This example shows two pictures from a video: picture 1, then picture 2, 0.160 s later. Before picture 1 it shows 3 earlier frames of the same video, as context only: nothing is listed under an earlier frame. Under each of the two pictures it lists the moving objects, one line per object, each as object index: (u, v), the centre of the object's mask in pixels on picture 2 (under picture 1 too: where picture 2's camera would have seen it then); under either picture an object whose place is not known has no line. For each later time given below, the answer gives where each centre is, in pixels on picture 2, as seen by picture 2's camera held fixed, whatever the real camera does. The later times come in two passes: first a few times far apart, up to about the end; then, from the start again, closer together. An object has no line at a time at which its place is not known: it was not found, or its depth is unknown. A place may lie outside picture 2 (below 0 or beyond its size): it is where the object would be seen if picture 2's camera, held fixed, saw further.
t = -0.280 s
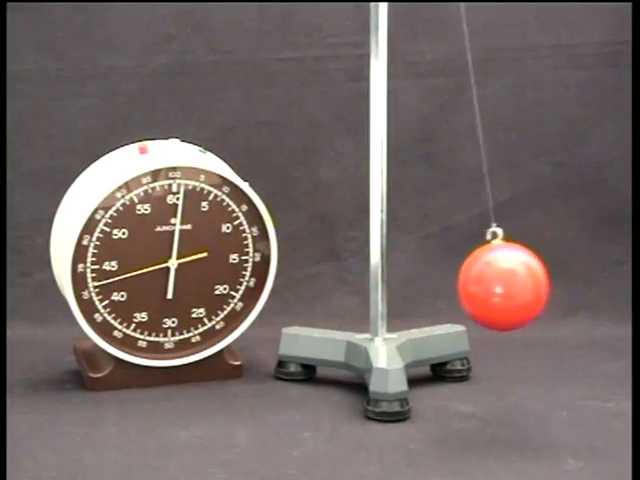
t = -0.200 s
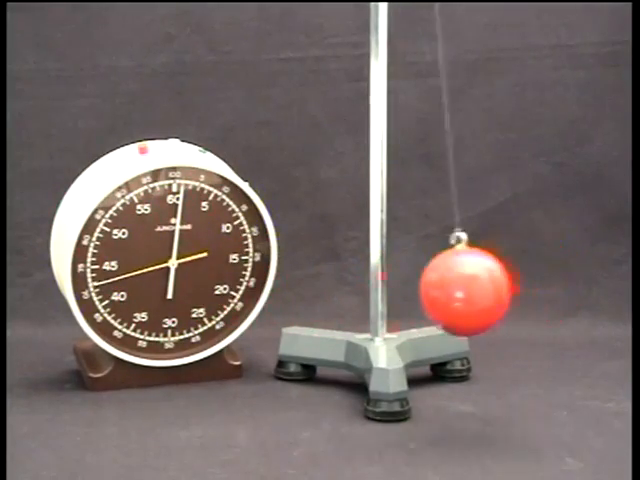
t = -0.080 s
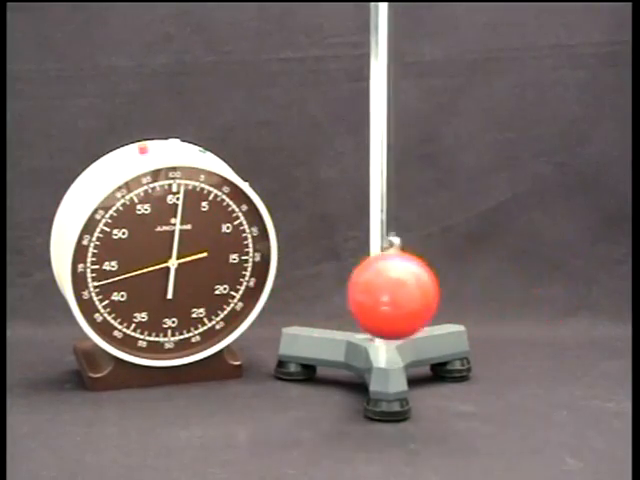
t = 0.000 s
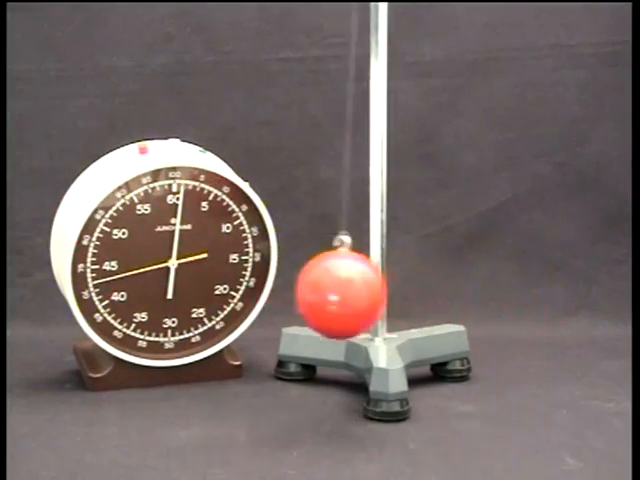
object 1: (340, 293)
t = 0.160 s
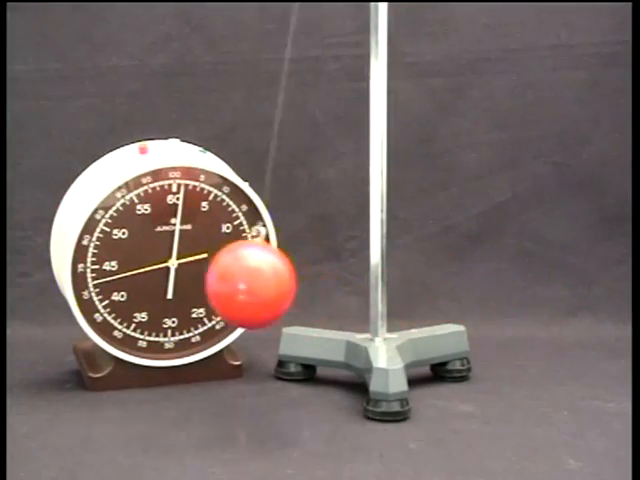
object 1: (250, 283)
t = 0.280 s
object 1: (210, 276)
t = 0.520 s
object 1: (230, 279)
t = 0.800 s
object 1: (386, 294)
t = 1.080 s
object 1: (524, 282)
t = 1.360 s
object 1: (501, 286)
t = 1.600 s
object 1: (364, 294)
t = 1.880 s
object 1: (220, 278)
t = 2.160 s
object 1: (232, 280)
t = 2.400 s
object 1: (361, 294)
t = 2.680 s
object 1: (513, 284)
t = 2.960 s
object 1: (513, 284)
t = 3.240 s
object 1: (362, 294)
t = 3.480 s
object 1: (234, 281)
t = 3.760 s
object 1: (221, 277)
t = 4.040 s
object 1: (364, 294)
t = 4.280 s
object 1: (498, 286)
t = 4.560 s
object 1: (522, 283)
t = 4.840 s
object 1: (385, 294)
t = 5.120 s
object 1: (234, 280)
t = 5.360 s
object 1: (215, 276)
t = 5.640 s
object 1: (340, 293)
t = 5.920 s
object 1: (498, 286)
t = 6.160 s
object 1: (528, 281)
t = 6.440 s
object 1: (408, 294)
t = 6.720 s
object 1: (248, 283)
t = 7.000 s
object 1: (216, 277)
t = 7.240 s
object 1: (319, 291)
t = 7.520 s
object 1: (482, 288)
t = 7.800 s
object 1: (526, 282)
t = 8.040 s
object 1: (430, 293)
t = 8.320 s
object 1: (266, 286)
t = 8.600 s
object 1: (212, 276)
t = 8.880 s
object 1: (322, 292)
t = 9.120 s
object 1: (464, 290)
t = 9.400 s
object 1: (529, 281)
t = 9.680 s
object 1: (427, 293)
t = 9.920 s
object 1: (285, 288)
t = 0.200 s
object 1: (234, 280)
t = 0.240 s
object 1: (220, 278)
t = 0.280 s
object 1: (210, 276)
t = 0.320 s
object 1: (204, 274)
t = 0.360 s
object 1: (202, 274)
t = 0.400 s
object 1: (203, 274)
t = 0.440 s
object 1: (209, 275)
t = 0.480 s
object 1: (218, 277)
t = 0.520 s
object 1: (230, 279)
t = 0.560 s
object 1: (246, 283)
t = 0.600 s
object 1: (265, 285)
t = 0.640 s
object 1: (287, 288)
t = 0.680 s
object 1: (310, 291)
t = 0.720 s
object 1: (333, 292)
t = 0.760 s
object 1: (360, 294)
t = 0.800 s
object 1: (386, 294)
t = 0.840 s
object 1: (411, 293)
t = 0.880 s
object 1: (436, 292)
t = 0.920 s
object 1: (459, 291)
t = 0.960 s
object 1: (480, 288)
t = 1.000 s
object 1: (497, 286)
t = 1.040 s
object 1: (513, 284)
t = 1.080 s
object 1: (524, 282)
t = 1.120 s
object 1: (532, 280)
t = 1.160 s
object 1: (537, 280)
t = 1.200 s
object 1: (537, 280)
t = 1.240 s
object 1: (534, 281)
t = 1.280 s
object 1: (526, 282)
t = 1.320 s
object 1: (515, 284)
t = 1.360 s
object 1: (501, 286)
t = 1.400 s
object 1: (483, 288)
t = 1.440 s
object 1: (462, 290)
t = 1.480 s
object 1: (440, 292)
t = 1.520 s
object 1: (416, 294)
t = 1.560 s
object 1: (390, 294)
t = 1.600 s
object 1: (364, 294)
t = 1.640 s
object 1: (338, 293)
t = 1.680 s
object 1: (315, 291)
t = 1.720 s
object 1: (291, 289)
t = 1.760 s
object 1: (269, 286)
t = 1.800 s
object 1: (250, 283)
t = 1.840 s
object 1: (234, 280)
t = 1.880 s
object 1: (220, 278)
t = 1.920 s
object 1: (211, 275)
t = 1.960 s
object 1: (205, 274)
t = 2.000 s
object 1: (204, 274)
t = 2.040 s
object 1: (205, 274)
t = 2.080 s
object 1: (211, 276)
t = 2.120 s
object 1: (220, 278)
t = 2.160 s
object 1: (232, 280)
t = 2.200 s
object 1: (248, 283)
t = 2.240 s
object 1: (268, 286)
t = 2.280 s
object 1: (289, 289)
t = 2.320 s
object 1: (313, 291)
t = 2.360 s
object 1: (336, 292)
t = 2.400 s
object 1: (361, 294)
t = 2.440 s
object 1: (388, 294)
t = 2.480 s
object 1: (413, 293)
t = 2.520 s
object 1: (437, 292)
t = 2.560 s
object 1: (460, 291)
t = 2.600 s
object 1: (480, 289)
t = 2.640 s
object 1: (498, 286)
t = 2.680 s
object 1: (513, 284)
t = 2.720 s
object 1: (524, 282)
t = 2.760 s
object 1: (532, 281)
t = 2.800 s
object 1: (535, 280)
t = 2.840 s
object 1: (536, 280)
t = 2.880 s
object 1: (532, 281)
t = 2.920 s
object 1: (524, 282)
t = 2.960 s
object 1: (513, 284)
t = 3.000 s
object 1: (498, 286)
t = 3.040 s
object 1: (480, 288)
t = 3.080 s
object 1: (460, 291)
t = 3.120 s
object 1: (438, 292)
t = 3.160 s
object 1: (413, 293)
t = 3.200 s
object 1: (388, 294)
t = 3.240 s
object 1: (362, 294)
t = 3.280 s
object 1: (337, 293)
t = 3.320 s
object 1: (313, 291)
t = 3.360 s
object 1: (290, 289)
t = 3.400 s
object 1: (269, 286)
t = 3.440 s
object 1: (249, 283)
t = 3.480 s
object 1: (234, 281)
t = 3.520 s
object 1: (220, 278)
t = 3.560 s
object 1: (212, 276)
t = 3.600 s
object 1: (206, 275)
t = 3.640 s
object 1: (205, 274)
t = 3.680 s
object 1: (207, 275)
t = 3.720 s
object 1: (213, 276)
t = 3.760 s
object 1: (221, 277)
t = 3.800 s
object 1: (235, 280)
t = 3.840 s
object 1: (251, 283)
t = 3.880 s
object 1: (270, 286)
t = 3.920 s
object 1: (292, 289)
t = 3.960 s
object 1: (315, 291)
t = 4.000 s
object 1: (337, 293)
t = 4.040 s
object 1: (364, 294)
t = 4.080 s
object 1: (390, 294)
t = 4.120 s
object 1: (415, 293)
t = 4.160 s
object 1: (439, 292)
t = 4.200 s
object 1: (461, 291)
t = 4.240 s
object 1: (481, 288)
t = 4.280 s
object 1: (498, 286)
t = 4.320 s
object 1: (512, 284)
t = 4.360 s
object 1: (523, 282)
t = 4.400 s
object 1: (531, 281)
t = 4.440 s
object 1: (534, 280)
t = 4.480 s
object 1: (534, 280)
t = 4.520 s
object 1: (530, 281)
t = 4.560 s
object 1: (522, 283)
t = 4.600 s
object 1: (510, 284)
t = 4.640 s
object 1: (495, 287)
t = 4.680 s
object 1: (478, 289)
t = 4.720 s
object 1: (457, 291)
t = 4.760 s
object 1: (435, 292)
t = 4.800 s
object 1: (411, 293)
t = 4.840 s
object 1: (385, 294)
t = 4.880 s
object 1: (360, 294)
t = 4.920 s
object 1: (335, 293)
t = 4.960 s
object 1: (312, 291)
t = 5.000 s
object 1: (289, 289)
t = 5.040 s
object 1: (268, 286)
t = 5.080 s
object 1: (249, 283)
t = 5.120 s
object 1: (234, 280)
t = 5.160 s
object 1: (221, 278)
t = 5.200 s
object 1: (213, 276)
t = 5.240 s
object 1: (208, 275)
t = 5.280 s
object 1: (206, 275)
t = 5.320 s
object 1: (208, 275)
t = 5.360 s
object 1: (215, 276)
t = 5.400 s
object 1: (223, 277)
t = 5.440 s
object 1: (237, 280)
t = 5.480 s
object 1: (253, 284)
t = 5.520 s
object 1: (273, 286)
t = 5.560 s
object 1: (294, 289)
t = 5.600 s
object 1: (317, 291)
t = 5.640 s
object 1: (340, 293)
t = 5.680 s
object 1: (366, 294)
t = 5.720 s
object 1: (391, 294)
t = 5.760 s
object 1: (417, 293)
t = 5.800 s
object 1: (439, 292)
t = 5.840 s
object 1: (461, 291)
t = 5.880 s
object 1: (482, 288)
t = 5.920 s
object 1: (498, 286)
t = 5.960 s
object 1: (513, 284)
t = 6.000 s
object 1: (523, 282)
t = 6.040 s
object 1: (530, 281)
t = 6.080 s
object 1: (533, 280)
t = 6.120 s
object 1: (532, 280)
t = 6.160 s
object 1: (528, 281)
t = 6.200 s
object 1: (520, 283)
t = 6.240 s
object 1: (508, 285)
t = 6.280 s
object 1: (493, 287)
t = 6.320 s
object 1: (475, 289)
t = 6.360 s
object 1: (455, 291)
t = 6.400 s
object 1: (433, 293)
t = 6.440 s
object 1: (408, 294)
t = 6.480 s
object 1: (383, 294)
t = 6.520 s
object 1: (358, 294)
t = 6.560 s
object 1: (333, 293)
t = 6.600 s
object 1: (310, 291)
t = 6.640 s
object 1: (288, 288)
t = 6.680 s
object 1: (267, 286)
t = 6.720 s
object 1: (248, 283)
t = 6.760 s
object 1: (234, 281)
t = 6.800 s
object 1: (221, 278)
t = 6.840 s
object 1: (213, 276)
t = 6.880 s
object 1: (209, 275)
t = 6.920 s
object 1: (208, 275)
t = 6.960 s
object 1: (210, 276)
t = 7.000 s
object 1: (216, 277)
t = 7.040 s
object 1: (226, 278)
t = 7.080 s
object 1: (240, 282)
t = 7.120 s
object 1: (256, 284)
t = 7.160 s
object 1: (275, 287)
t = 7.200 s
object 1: (297, 289)
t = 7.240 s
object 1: (319, 291)
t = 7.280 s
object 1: (343, 293)
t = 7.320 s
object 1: (368, 294)
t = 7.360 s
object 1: (393, 294)
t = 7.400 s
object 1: (418, 293)
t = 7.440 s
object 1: (441, 292)
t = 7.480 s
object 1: (463, 290)
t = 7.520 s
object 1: (482, 288)
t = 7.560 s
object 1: (499, 286)
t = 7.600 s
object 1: (512, 284)
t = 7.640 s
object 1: (522, 282)
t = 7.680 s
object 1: (529, 281)
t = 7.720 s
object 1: (532, 281)
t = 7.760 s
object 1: (531, 281)
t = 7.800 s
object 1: (526, 282)
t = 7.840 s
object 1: (517, 283)
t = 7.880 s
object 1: (505, 285)
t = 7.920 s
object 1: (490, 287)
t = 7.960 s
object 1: (472, 289)
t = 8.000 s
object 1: (452, 291)
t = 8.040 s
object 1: (430, 293)
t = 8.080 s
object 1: (406, 294)
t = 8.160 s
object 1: (356, 294)
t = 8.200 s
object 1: (331, 293)
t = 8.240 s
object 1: (309, 291)
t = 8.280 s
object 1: (286, 289)
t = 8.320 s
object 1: (266, 286)
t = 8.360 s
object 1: (248, 284)
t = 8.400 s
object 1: (233, 280)
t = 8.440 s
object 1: (221, 278)
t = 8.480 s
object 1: (214, 277)
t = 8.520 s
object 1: (210, 276)
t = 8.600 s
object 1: (212, 276)
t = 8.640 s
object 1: (218, 277)
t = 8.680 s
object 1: (228, 279)
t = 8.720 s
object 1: (242, 282)
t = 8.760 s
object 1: (258, 285)
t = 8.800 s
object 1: (278, 287)
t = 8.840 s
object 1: (299, 290)
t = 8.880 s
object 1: (322, 292)
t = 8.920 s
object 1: (346, 293)
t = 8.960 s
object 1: (371, 294)
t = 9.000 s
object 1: (396, 294)
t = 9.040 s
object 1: (420, 293)
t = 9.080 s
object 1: (443, 292)
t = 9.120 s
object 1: (464, 290)
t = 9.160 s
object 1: (483, 288)
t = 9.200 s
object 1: (499, 286)
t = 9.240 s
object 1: (512, 284)
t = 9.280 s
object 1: (522, 282)
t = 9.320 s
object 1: (528, 281)
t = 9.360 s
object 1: (530, 281)
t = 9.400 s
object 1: (529, 281)
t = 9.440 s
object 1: (524, 282)
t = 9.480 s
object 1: (515, 284)
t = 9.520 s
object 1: (503, 285)
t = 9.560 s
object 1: (488, 287)
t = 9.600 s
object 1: (470, 290)
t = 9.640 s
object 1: (449, 292)
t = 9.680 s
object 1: (427, 293)
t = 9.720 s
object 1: (403, 294)
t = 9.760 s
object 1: (379, 294)
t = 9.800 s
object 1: (353, 294)
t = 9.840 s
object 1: (329, 292)
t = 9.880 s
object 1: (307, 291)
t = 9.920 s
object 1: (285, 288)
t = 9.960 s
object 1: (265, 286)
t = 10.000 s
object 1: (248, 283)
